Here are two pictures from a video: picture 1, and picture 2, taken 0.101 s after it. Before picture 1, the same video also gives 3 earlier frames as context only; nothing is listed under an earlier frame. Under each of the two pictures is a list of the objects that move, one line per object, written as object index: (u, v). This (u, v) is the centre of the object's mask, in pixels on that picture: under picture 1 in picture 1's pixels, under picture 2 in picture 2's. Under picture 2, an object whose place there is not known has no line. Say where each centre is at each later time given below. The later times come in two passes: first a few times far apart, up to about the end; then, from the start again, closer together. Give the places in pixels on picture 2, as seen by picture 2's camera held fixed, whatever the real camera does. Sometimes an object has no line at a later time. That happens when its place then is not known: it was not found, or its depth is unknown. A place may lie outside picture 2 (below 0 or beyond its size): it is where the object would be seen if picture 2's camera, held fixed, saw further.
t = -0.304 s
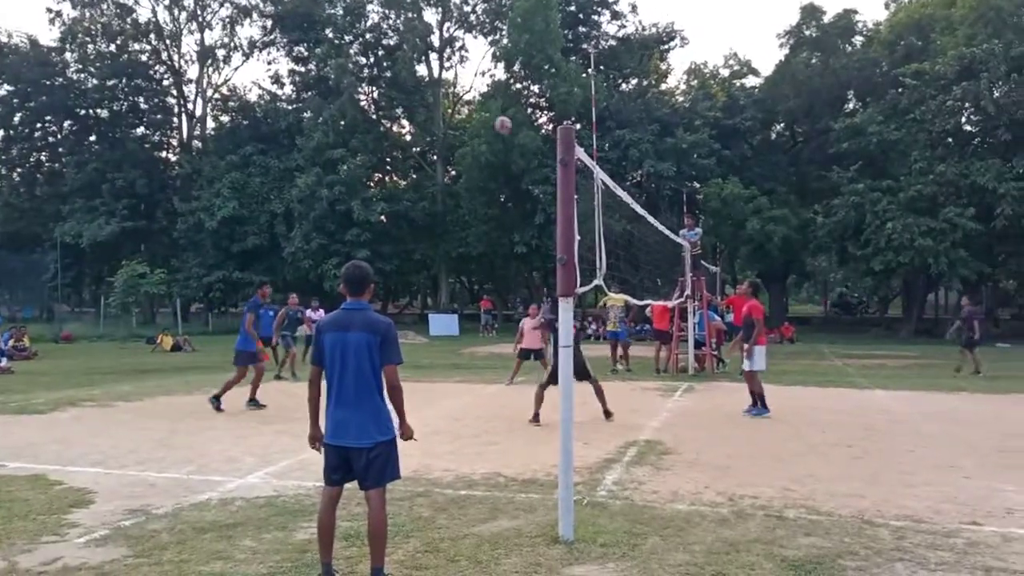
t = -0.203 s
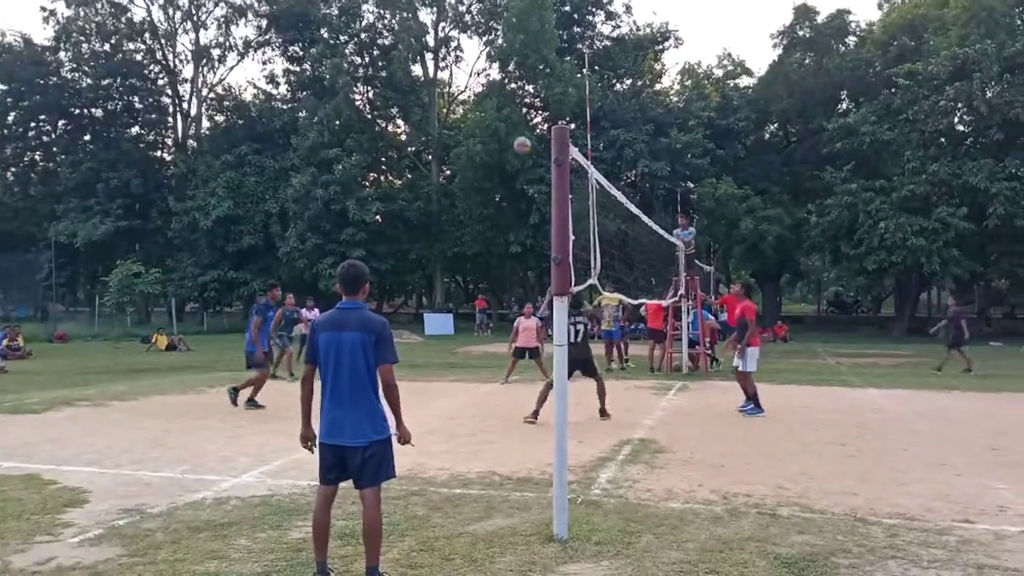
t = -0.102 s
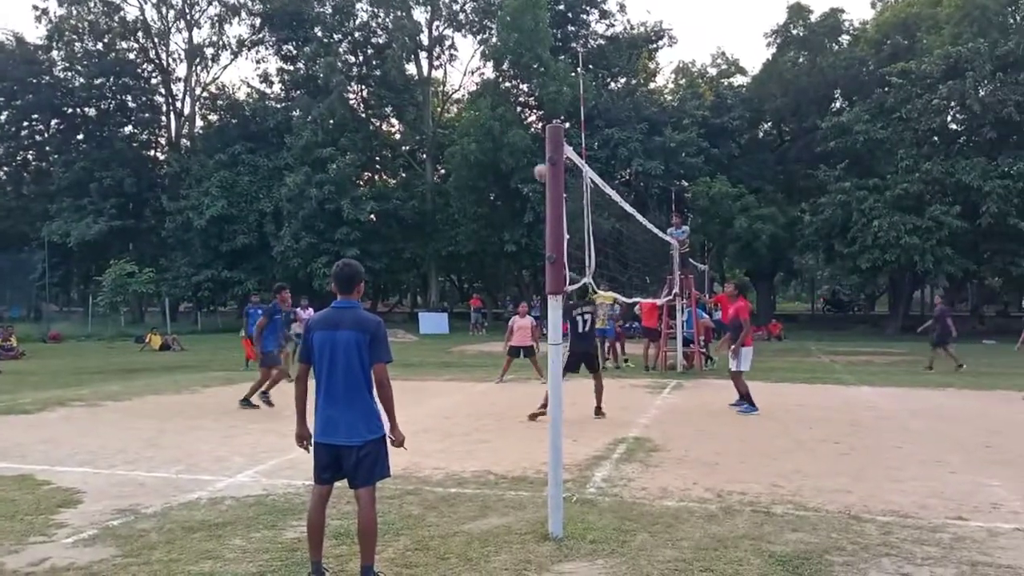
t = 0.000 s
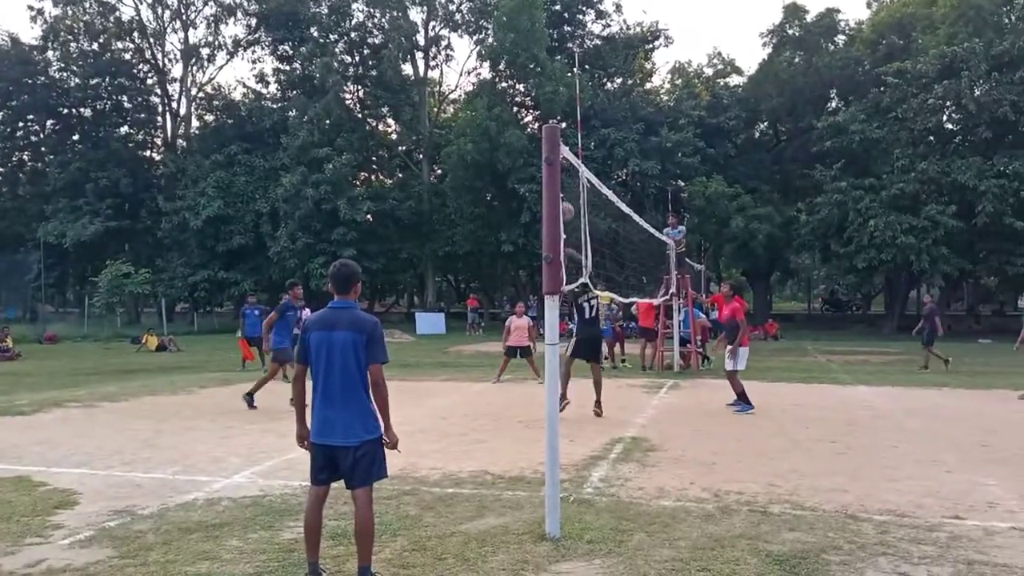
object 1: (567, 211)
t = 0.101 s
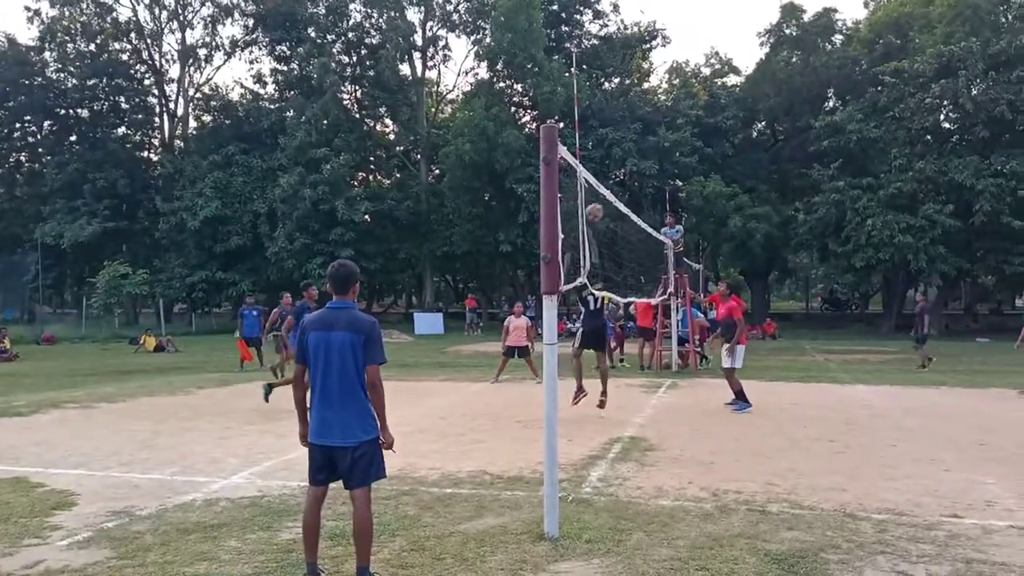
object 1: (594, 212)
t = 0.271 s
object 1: (655, 181)
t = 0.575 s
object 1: (778, 180)
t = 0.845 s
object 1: (904, 258)
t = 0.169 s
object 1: (620, 194)
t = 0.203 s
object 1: (630, 191)
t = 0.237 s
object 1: (643, 185)
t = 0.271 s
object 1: (655, 181)
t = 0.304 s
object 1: (668, 176)
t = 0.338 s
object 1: (681, 174)
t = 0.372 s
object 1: (693, 171)
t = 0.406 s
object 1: (707, 170)
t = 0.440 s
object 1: (721, 170)
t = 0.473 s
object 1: (734, 172)
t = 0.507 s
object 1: (749, 173)
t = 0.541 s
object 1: (763, 176)
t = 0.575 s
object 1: (778, 180)
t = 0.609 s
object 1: (793, 186)
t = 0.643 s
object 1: (808, 191)
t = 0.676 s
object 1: (825, 200)
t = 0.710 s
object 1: (839, 209)
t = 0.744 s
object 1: (855, 219)
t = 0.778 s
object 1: (871, 229)
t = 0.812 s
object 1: (887, 243)
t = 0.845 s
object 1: (904, 258)
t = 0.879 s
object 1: (920, 274)
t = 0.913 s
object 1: (937, 291)
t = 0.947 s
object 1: (954, 309)
